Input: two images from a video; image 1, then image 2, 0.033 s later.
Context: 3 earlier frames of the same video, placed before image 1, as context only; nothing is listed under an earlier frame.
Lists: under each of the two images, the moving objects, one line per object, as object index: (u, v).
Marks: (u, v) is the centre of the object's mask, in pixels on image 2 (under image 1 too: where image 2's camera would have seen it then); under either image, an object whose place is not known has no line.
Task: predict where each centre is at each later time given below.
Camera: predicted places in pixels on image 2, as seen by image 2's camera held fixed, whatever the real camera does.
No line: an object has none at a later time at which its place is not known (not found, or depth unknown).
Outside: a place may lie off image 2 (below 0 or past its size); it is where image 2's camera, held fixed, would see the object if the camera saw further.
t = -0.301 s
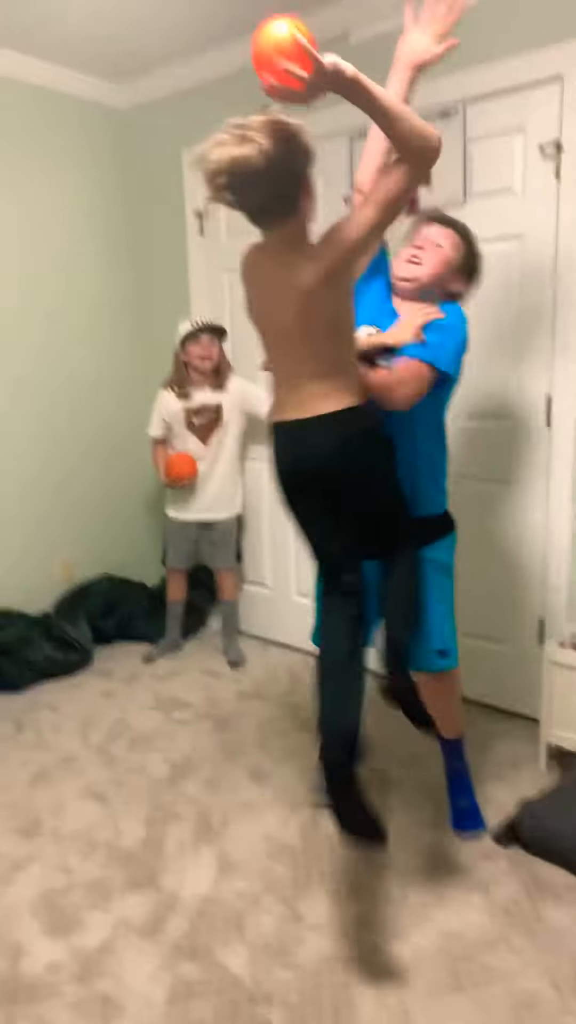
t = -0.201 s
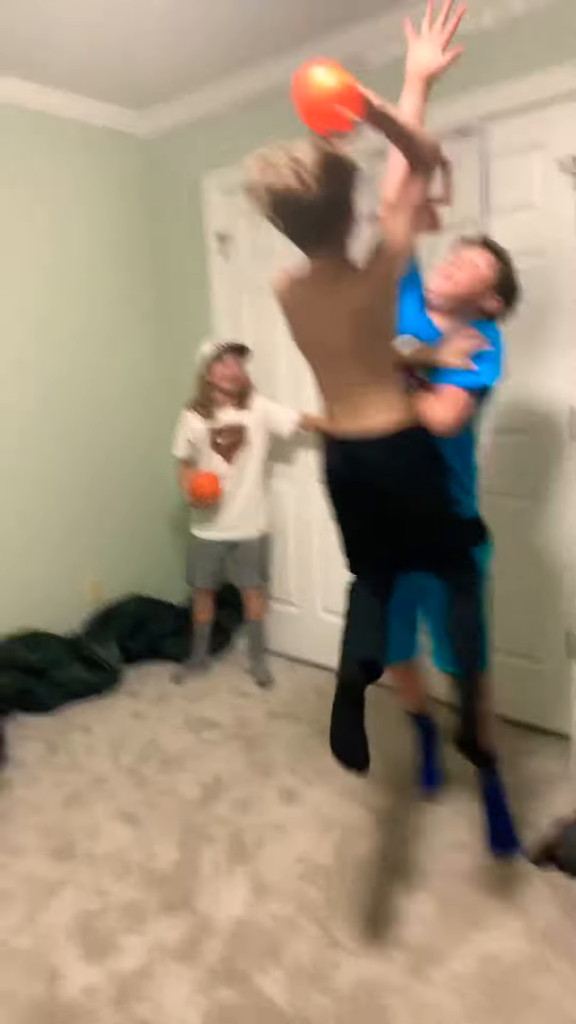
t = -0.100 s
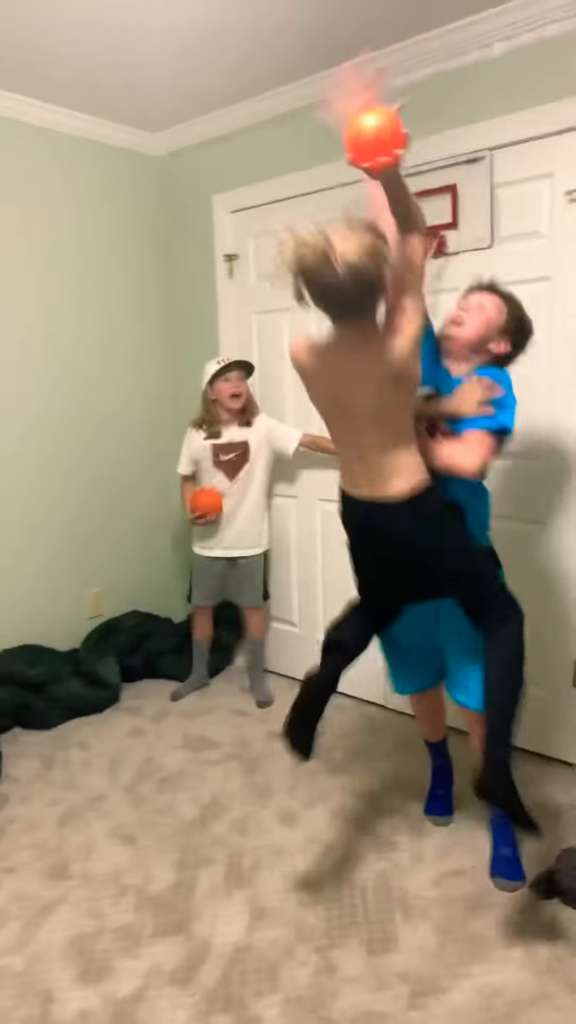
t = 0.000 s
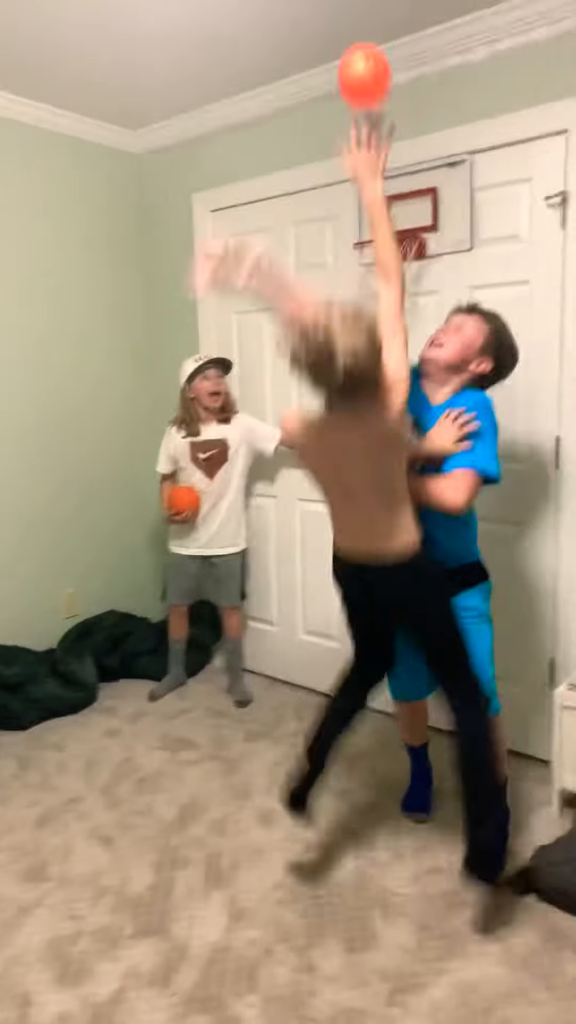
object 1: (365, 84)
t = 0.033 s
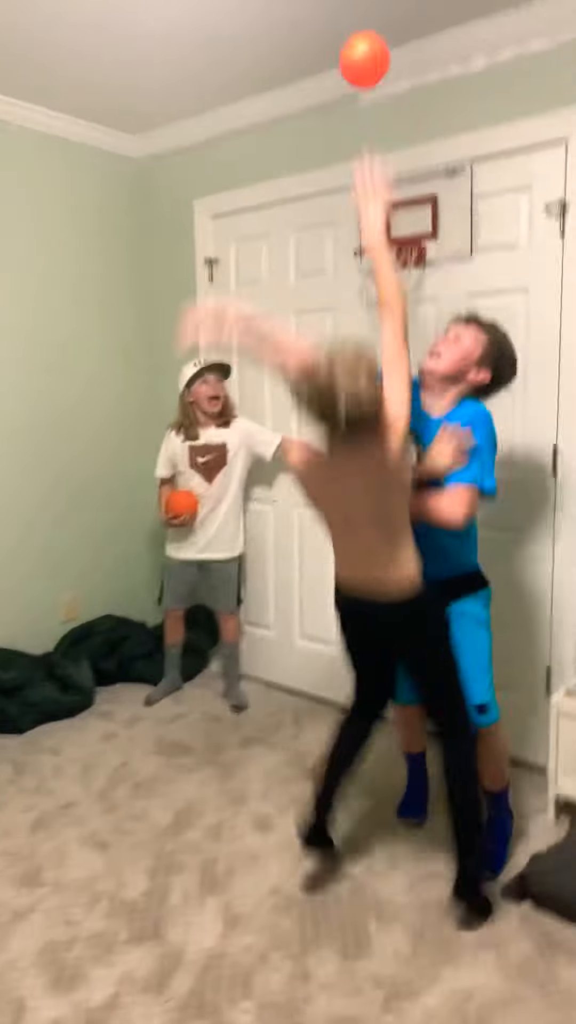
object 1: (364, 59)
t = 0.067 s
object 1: (362, 43)
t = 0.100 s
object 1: (362, 30)
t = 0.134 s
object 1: (361, 23)
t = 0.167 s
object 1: (360, 23)
